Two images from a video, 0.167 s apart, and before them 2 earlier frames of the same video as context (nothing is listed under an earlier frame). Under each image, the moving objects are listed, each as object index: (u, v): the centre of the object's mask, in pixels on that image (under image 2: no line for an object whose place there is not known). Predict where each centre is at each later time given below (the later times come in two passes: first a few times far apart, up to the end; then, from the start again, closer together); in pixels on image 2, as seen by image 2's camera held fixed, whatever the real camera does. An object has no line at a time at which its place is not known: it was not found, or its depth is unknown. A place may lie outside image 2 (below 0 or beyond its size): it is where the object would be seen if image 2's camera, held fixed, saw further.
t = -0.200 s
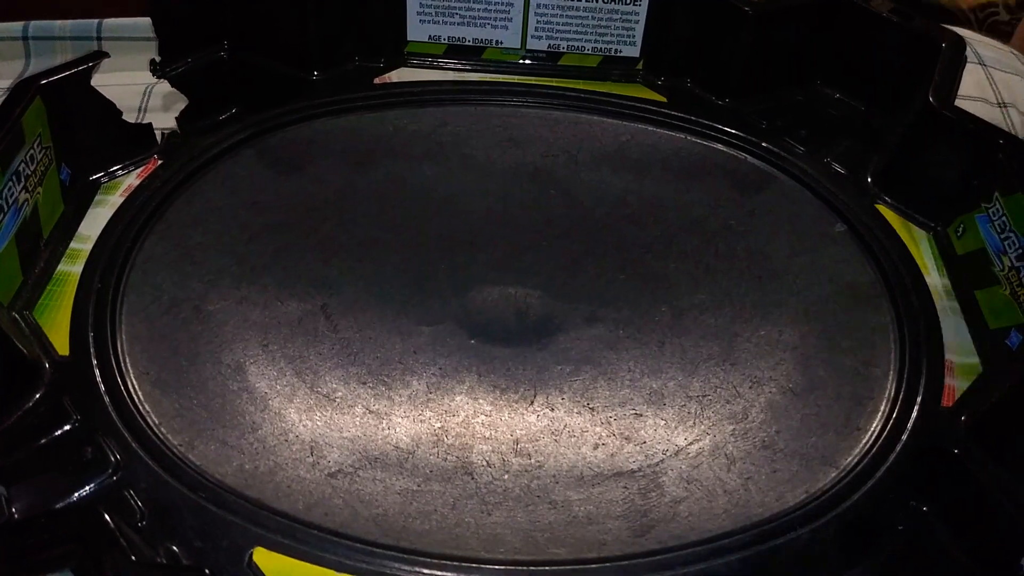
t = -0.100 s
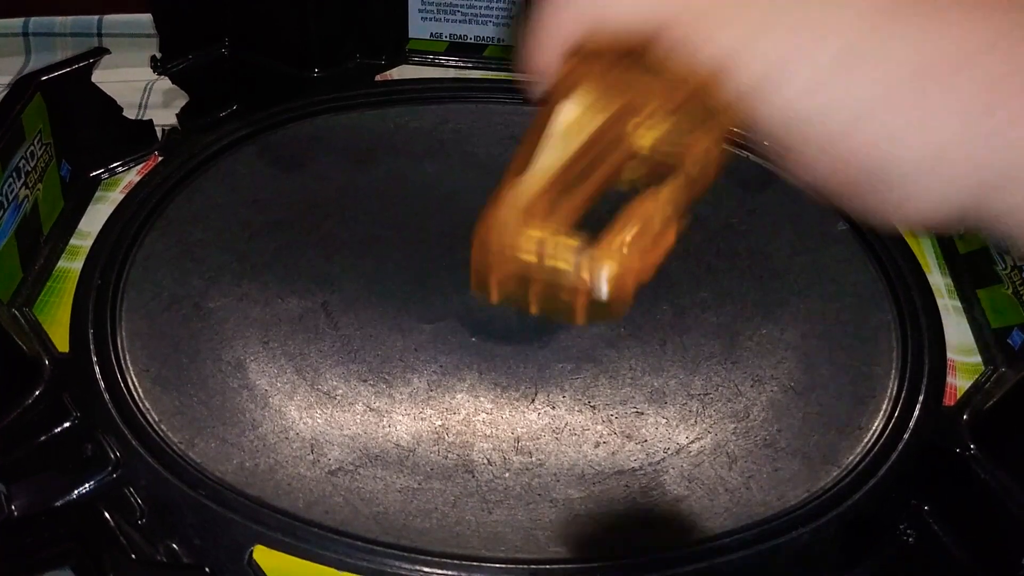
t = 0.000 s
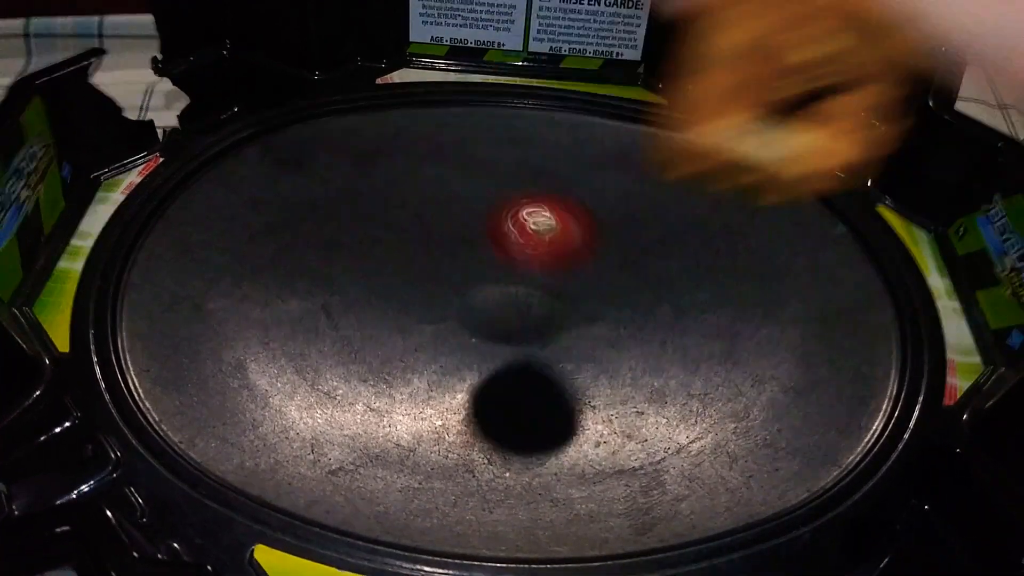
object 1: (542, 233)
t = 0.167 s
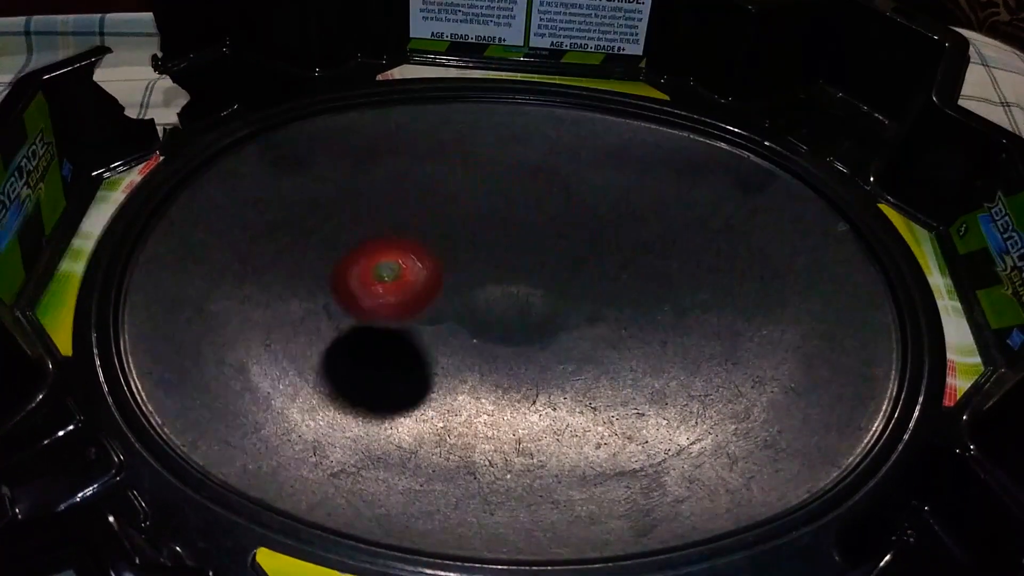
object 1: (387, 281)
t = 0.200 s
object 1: (369, 268)
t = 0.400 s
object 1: (334, 266)
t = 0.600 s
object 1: (437, 213)
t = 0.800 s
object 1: (660, 247)
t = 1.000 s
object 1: (778, 441)
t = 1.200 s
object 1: (490, 488)
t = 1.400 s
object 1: (159, 298)
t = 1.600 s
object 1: (280, 104)
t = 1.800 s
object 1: (635, 97)
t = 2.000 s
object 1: (907, 366)
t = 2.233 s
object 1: (196, 422)
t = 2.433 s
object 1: (254, 103)
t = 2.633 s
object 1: (695, 100)
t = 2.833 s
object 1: (832, 450)
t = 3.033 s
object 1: (195, 416)
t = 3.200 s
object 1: (174, 152)
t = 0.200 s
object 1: (369, 268)
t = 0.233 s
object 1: (354, 270)
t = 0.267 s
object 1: (340, 278)
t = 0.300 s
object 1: (334, 277)
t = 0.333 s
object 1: (331, 275)
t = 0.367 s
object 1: (331, 271)
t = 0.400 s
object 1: (334, 266)
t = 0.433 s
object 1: (342, 258)
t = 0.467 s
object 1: (352, 250)
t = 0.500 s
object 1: (367, 240)
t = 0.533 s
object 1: (386, 230)
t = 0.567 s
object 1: (409, 221)
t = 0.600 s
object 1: (437, 213)
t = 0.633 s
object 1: (469, 209)
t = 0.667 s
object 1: (506, 206)
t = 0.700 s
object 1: (542, 209)
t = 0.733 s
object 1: (581, 217)
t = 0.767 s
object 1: (622, 230)
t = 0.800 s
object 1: (660, 247)
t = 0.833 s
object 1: (697, 270)
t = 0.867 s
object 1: (728, 296)
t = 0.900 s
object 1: (754, 328)
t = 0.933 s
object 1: (773, 364)
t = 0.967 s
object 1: (781, 401)
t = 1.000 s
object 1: (778, 441)
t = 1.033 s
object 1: (763, 478)
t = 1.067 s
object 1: (733, 505)
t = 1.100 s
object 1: (679, 512)
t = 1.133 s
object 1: (620, 512)
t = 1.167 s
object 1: (555, 503)
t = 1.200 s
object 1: (490, 488)
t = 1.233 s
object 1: (425, 471)
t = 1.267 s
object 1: (359, 446)
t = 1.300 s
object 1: (292, 417)
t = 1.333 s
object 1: (233, 380)
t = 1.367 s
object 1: (190, 341)
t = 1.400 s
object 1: (159, 298)
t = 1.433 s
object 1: (141, 255)
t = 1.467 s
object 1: (135, 213)
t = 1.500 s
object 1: (154, 175)
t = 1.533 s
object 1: (189, 149)
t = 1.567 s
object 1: (231, 125)
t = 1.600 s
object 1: (280, 104)
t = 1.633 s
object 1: (332, 91)
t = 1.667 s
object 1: (386, 82)
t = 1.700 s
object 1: (447, 77)
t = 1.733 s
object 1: (506, 78)
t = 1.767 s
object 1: (570, 86)
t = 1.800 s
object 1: (635, 97)
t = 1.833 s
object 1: (705, 117)
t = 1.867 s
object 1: (771, 142)
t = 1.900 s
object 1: (838, 174)
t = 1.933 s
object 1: (888, 218)
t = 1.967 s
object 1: (909, 293)
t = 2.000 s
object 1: (907, 366)
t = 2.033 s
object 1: (856, 437)
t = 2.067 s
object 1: (760, 486)
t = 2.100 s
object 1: (637, 513)
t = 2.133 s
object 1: (508, 515)
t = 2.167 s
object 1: (390, 503)
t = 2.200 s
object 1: (286, 470)
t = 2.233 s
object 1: (196, 422)
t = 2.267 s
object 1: (137, 363)
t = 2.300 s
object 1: (119, 300)
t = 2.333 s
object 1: (121, 238)
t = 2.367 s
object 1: (150, 182)
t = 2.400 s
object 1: (196, 137)
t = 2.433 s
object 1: (254, 103)
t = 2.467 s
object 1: (323, 81)
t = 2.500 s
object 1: (394, 74)
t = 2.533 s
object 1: (472, 73)
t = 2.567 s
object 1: (545, 76)
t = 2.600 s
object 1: (619, 85)
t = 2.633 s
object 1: (695, 100)
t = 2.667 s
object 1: (770, 123)
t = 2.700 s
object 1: (835, 164)
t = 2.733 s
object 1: (883, 219)
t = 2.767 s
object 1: (907, 298)
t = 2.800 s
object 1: (896, 381)
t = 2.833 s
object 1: (832, 450)
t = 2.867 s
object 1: (726, 495)
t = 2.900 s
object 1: (599, 514)
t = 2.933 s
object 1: (482, 514)
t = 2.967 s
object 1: (373, 497)
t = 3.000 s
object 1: (272, 462)
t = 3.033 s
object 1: (195, 416)
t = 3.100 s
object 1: (116, 307)
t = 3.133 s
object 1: (118, 250)
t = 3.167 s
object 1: (138, 196)
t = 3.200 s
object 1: (174, 152)
